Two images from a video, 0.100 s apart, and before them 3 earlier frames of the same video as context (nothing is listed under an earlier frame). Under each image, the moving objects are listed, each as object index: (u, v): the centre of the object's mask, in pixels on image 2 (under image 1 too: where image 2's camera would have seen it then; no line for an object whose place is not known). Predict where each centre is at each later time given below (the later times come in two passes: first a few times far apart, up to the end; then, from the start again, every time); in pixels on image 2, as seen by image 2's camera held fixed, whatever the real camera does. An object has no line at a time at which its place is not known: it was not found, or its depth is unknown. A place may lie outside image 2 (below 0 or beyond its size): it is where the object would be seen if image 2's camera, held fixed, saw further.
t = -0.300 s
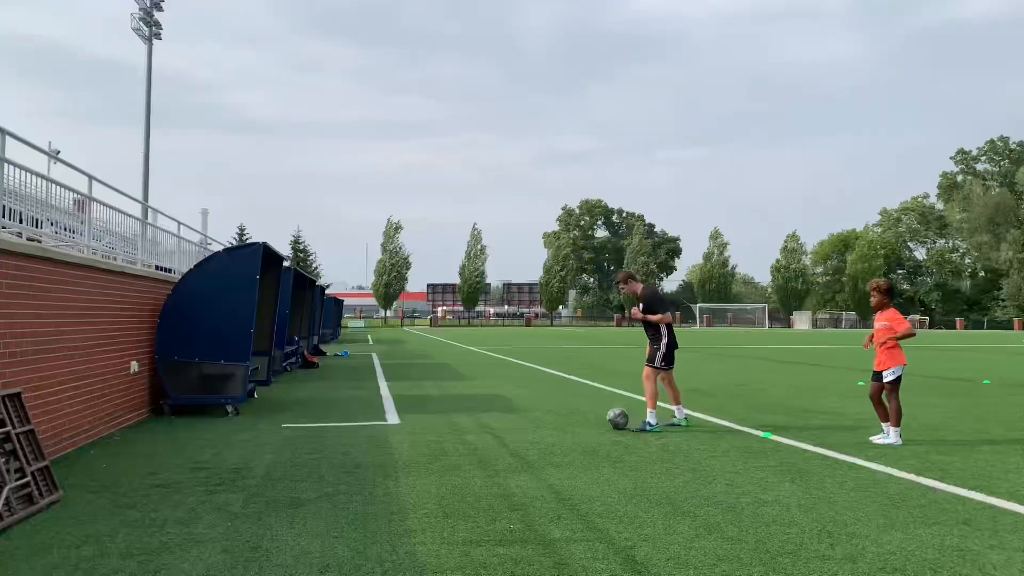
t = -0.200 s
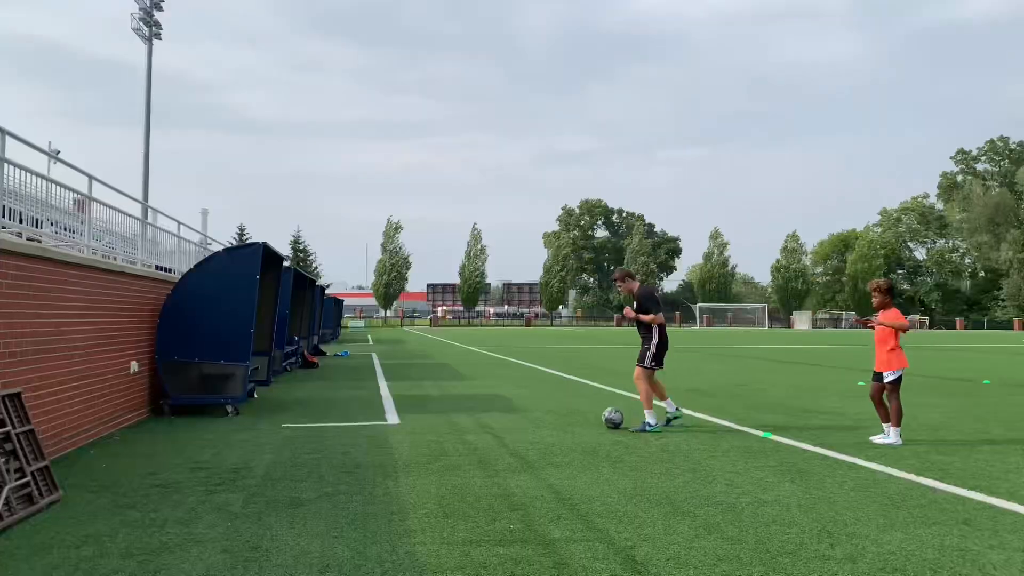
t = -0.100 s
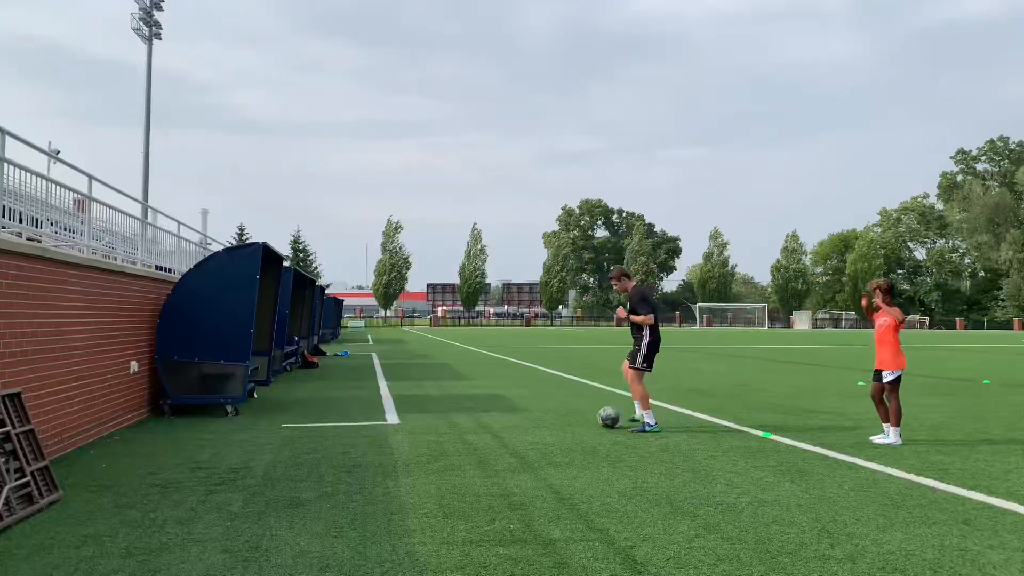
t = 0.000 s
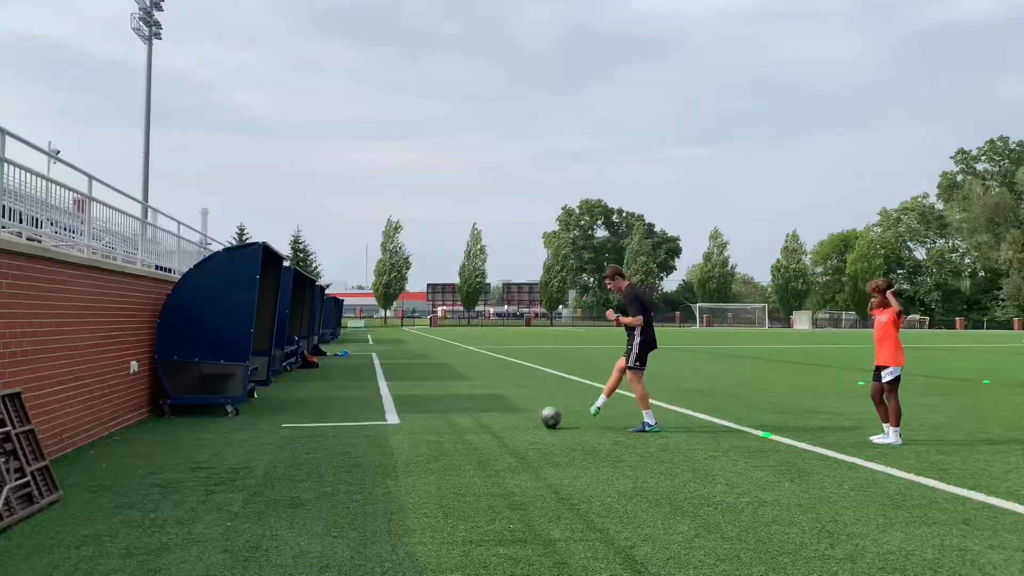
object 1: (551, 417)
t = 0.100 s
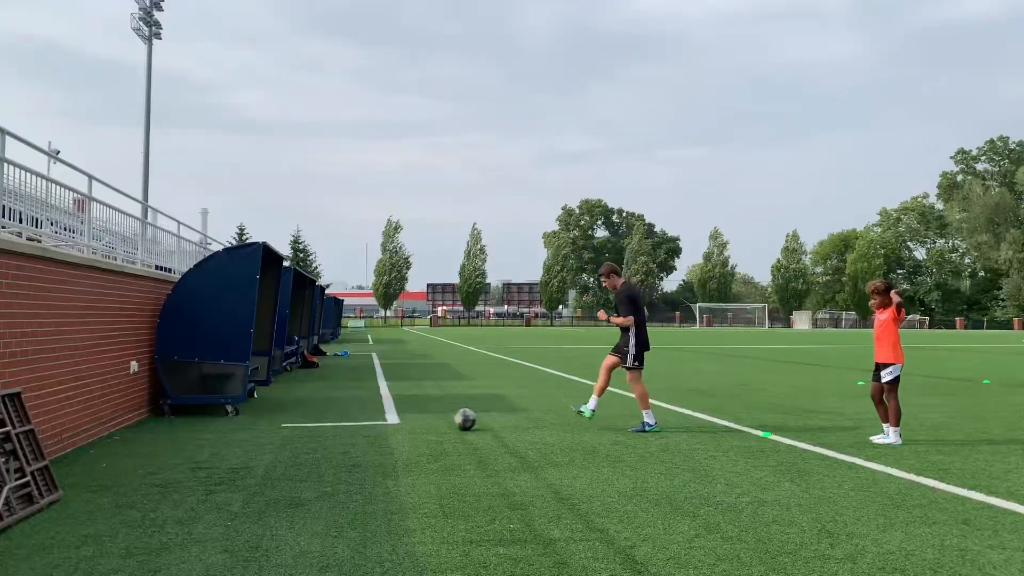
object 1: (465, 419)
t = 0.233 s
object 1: (358, 422)
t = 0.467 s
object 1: (187, 427)
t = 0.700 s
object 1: (168, 409)
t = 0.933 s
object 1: (282, 415)
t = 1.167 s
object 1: (350, 408)
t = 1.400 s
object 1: (396, 415)
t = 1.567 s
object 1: (419, 420)
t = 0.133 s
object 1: (438, 420)
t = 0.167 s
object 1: (411, 420)
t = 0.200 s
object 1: (384, 421)
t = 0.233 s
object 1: (358, 422)
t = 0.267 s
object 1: (332, 422)
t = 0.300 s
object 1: (307, 423)
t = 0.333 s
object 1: (282, 423)
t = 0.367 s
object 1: (258, 425)
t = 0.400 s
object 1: (234, 424)
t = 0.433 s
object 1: (212, 426)
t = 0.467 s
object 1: (187, 427)
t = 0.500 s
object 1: (165, 426)
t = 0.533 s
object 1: (145, 427)
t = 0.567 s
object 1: (123, 428)
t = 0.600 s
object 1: (116, 426)
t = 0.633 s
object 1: (135, 418)
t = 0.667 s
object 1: (152, 413)
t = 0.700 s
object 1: (168, 409)
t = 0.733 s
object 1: (184, 407)
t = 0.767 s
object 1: (201, 405)
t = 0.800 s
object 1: (218, 405)
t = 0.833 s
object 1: (234, 405)
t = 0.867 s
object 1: (249, 408)
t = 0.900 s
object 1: (266, 411)
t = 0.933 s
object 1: (282, 415)
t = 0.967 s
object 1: (297, 420)
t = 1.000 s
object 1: (310, 423)
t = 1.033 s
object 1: (319, 417)
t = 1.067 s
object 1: (327, 413)
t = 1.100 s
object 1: (334, 411)
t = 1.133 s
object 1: (342, 409)
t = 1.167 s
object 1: (350, 408)
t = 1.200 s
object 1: (358, 409)
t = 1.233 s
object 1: (365, 411)
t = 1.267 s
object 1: (373, 414)
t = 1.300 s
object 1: (380, 418)
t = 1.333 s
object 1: (387, 420)
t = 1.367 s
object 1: (392, 417)
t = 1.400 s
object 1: (396, 415)
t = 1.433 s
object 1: (400, 413)
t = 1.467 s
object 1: (405, 413)
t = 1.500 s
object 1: (409, 414)
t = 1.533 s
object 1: (414, 417)
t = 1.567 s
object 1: (419, 420)
